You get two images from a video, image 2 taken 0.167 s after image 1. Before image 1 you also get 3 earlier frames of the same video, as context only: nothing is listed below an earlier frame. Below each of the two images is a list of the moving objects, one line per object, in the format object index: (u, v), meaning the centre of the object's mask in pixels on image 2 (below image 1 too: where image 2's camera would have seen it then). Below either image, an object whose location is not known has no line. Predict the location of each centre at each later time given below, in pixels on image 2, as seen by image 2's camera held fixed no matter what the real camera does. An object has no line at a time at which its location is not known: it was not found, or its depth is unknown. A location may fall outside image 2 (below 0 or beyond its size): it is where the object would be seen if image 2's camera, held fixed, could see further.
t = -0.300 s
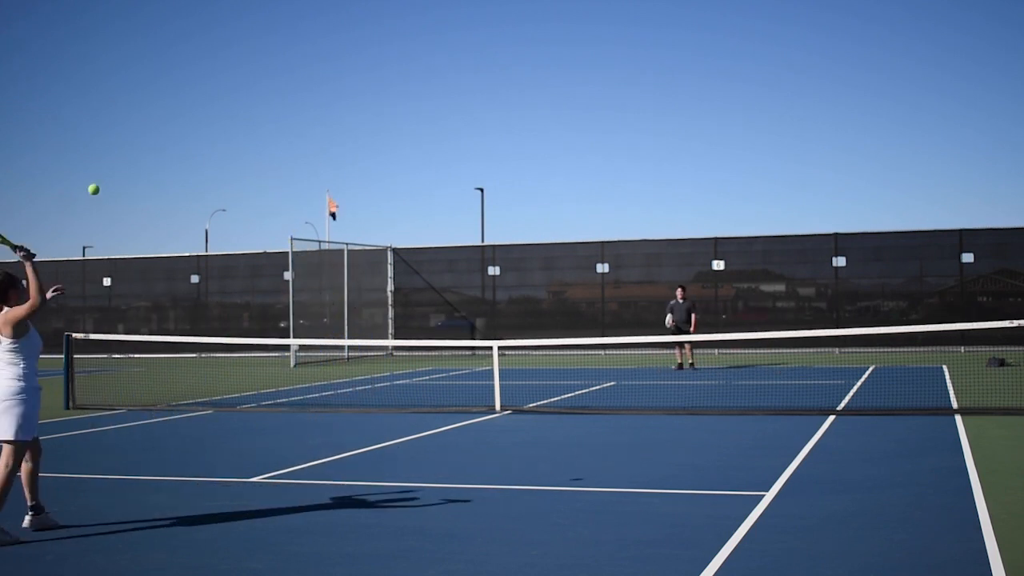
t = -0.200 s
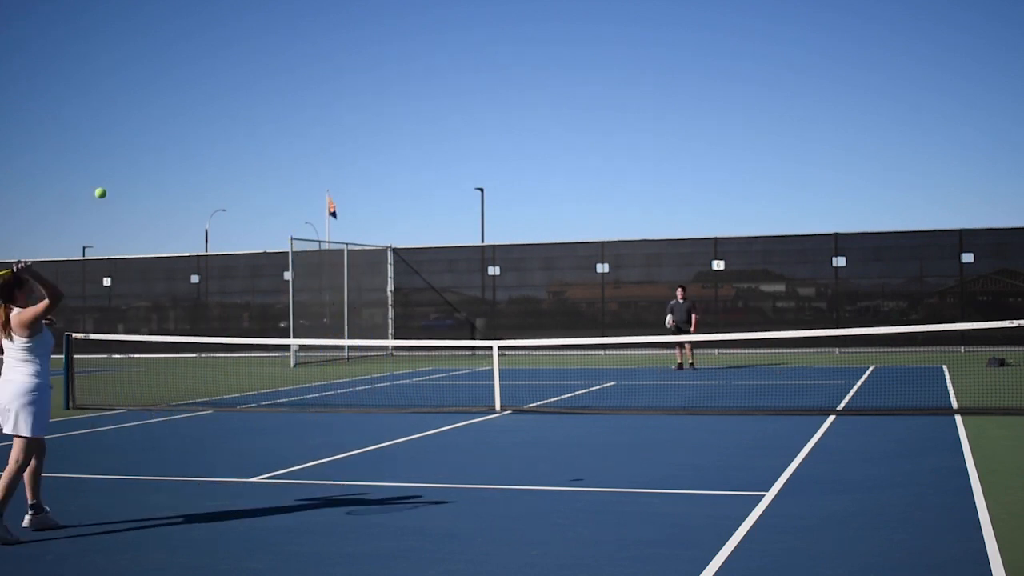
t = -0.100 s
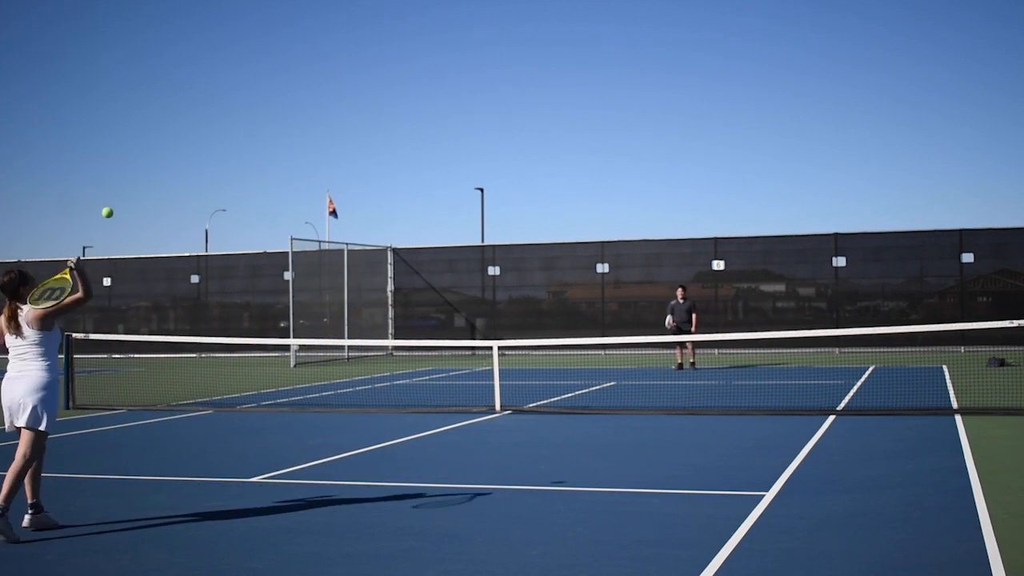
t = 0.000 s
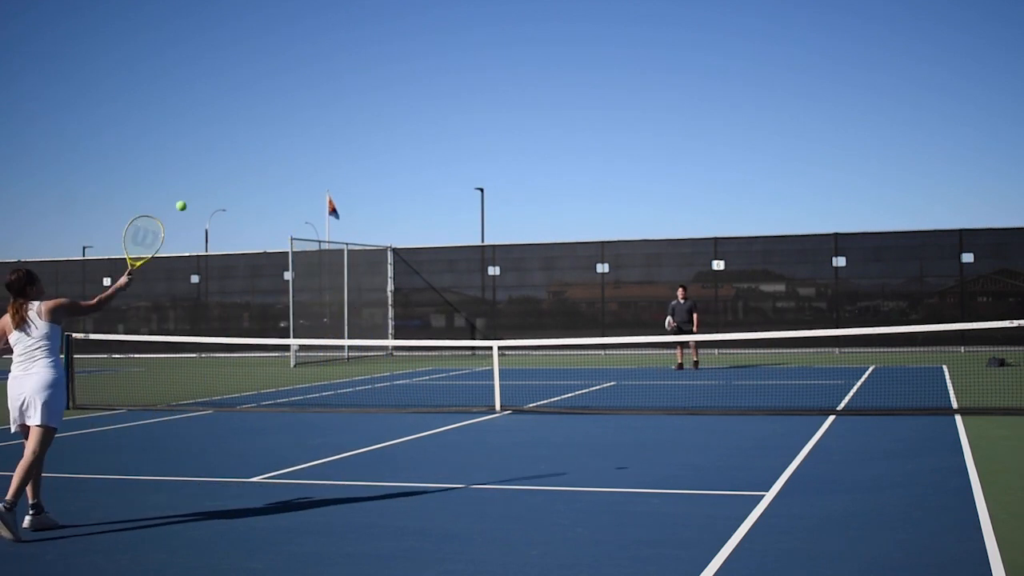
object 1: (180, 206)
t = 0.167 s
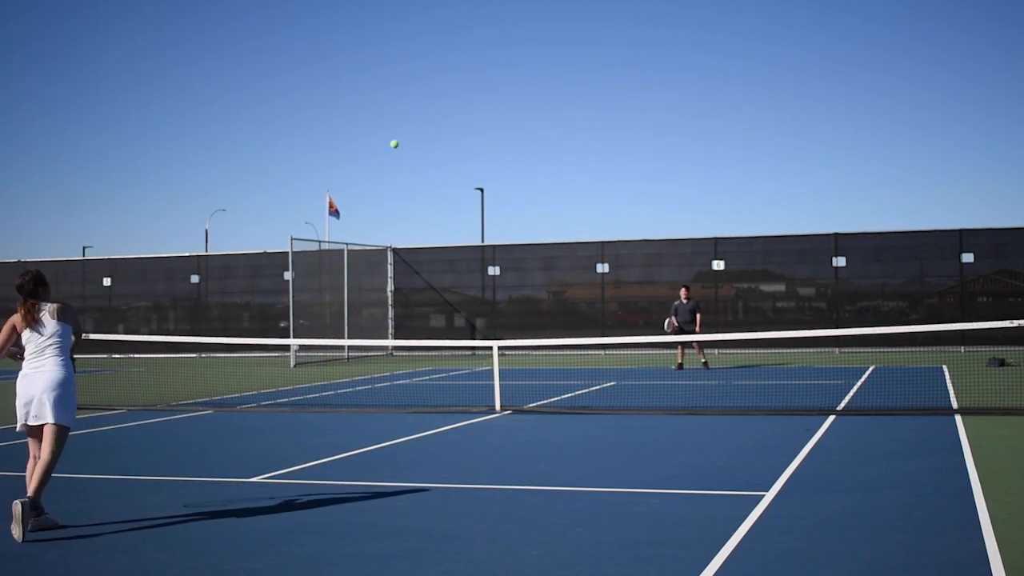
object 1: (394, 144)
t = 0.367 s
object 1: (553, 130)
